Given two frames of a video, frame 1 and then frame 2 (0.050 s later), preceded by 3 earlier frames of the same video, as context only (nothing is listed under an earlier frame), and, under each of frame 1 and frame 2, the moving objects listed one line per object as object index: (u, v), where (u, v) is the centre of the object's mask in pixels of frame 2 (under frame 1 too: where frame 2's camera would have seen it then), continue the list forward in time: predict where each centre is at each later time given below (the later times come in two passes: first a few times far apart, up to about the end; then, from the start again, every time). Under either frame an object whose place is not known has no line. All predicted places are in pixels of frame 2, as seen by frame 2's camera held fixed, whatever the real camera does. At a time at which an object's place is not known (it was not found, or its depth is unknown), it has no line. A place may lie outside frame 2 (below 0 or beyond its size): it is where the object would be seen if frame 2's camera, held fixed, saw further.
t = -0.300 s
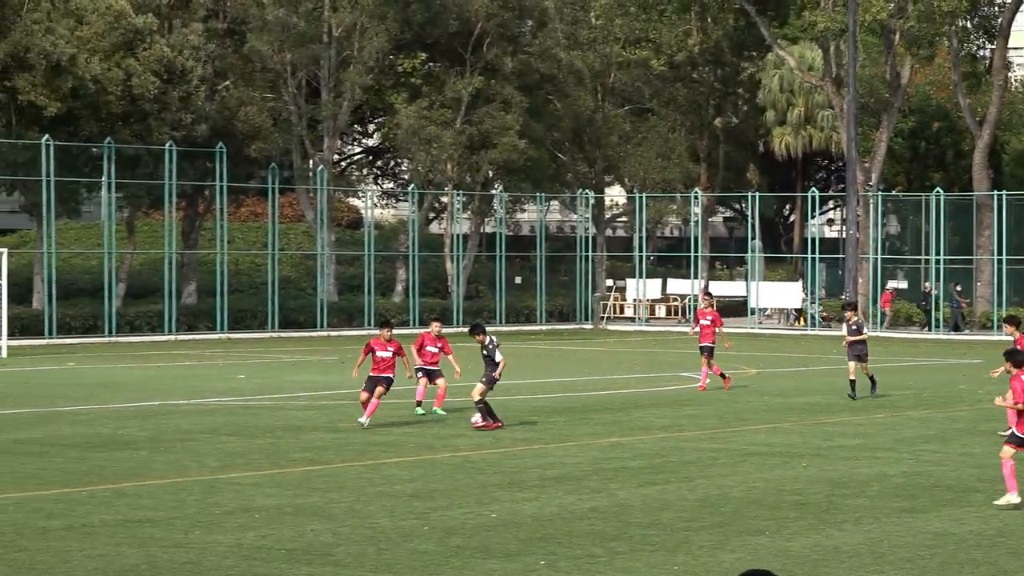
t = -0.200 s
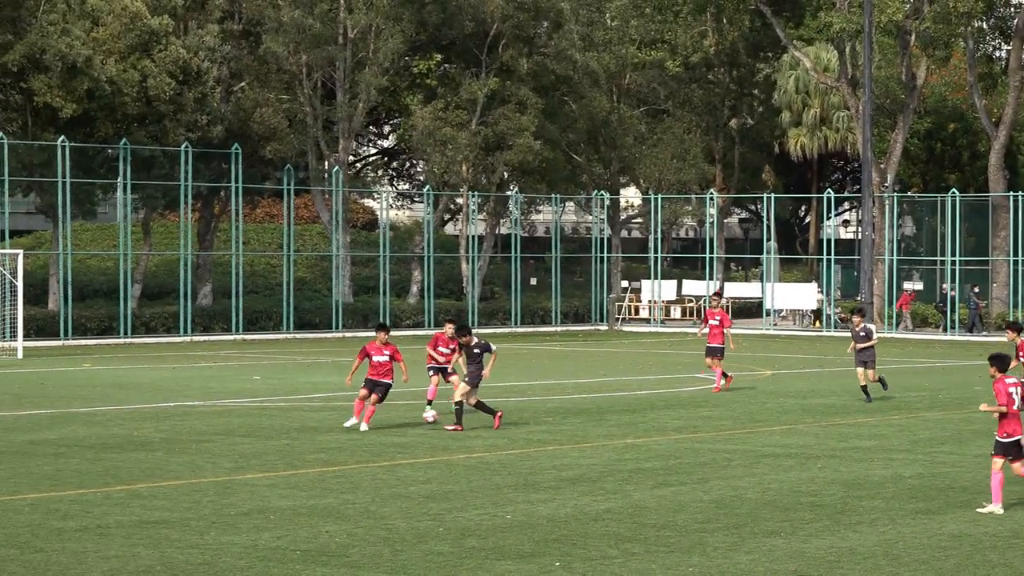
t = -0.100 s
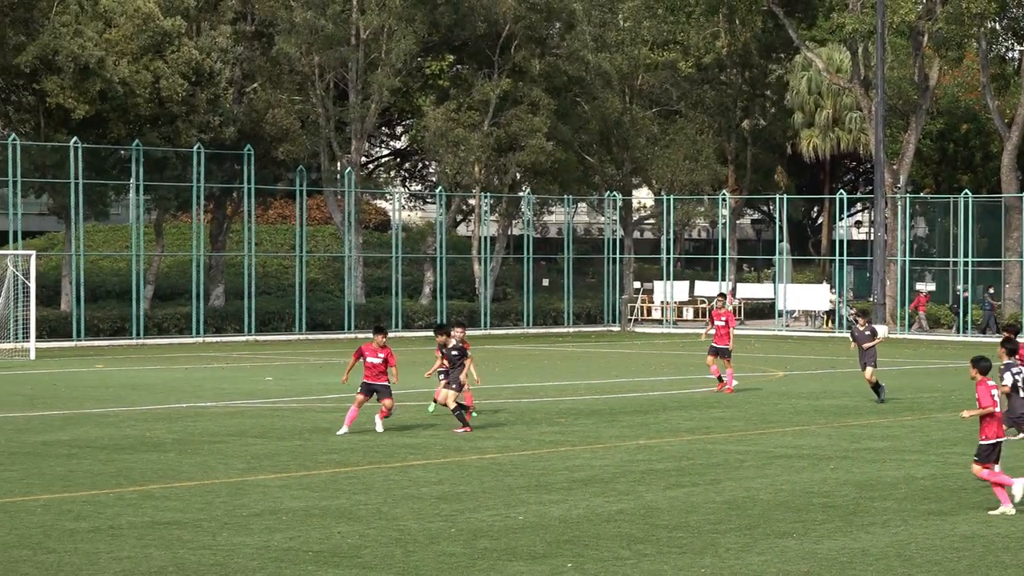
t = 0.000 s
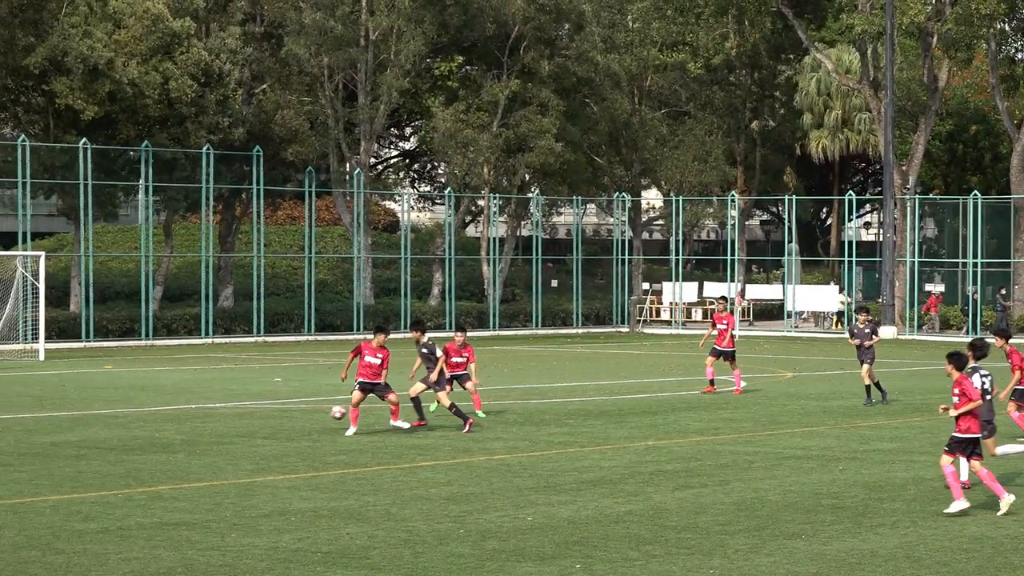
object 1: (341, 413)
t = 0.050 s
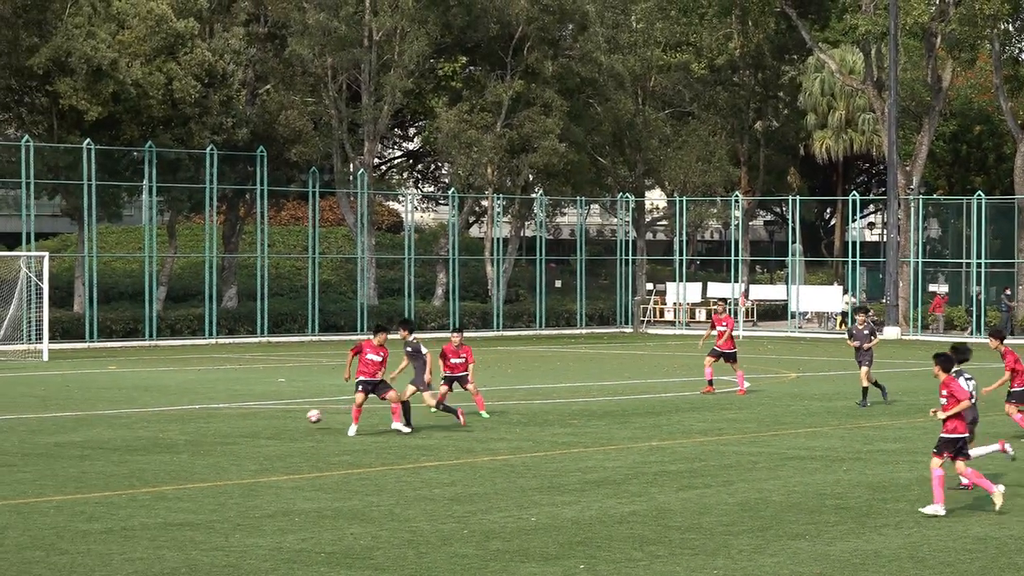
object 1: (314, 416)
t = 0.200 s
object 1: (243, 415)
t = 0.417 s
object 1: (152, 418)
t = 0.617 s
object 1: (72, 410)
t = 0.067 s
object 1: (305, 417)
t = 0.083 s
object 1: (296, 419)
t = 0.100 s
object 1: (287, 421)
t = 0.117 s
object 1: (278, 422)
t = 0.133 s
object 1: (271, 421)
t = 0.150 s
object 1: (264, 419)
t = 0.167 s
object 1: (256, 417)
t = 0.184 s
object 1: (249, 416)
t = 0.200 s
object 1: (243, 415)
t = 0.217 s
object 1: (235, 414)
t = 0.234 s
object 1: (228, 413)
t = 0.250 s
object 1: (222, 413)
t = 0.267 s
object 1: (215, 413)
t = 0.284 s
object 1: (208, 413)
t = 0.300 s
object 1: (200, 413)
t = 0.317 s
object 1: (193, 413)
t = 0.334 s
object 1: (186, 413)
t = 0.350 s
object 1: (180, 414)
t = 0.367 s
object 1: (173, 414)
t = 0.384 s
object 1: (167, 415)
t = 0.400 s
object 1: (159, 416)
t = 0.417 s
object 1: (152, 418)
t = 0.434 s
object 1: (145, 419)
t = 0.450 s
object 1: (138, 418)
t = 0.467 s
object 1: (132, 416)
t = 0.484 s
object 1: (125, 415)
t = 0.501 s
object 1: (118, 413)
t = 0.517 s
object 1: (112, 412)
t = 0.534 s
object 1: (104, 412)
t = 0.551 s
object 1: (98, 411)
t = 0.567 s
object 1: (91, 410)
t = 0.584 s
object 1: (85, 410)
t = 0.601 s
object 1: (78, 410)
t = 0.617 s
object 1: (72, 410)
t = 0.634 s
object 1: (65, 410)
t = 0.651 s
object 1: (58, 411)
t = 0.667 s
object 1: (52, 412)
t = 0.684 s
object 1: (45, 413)
